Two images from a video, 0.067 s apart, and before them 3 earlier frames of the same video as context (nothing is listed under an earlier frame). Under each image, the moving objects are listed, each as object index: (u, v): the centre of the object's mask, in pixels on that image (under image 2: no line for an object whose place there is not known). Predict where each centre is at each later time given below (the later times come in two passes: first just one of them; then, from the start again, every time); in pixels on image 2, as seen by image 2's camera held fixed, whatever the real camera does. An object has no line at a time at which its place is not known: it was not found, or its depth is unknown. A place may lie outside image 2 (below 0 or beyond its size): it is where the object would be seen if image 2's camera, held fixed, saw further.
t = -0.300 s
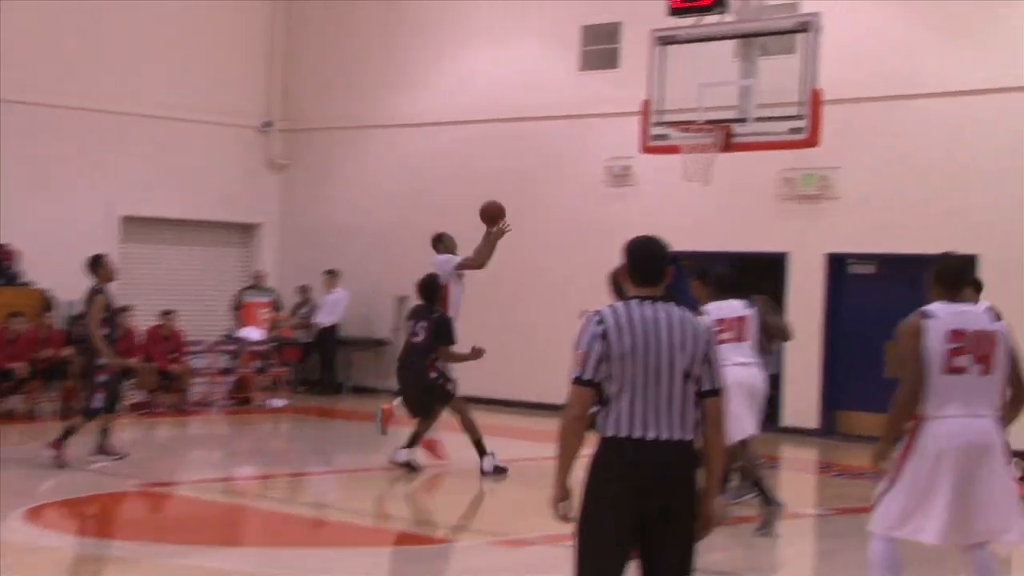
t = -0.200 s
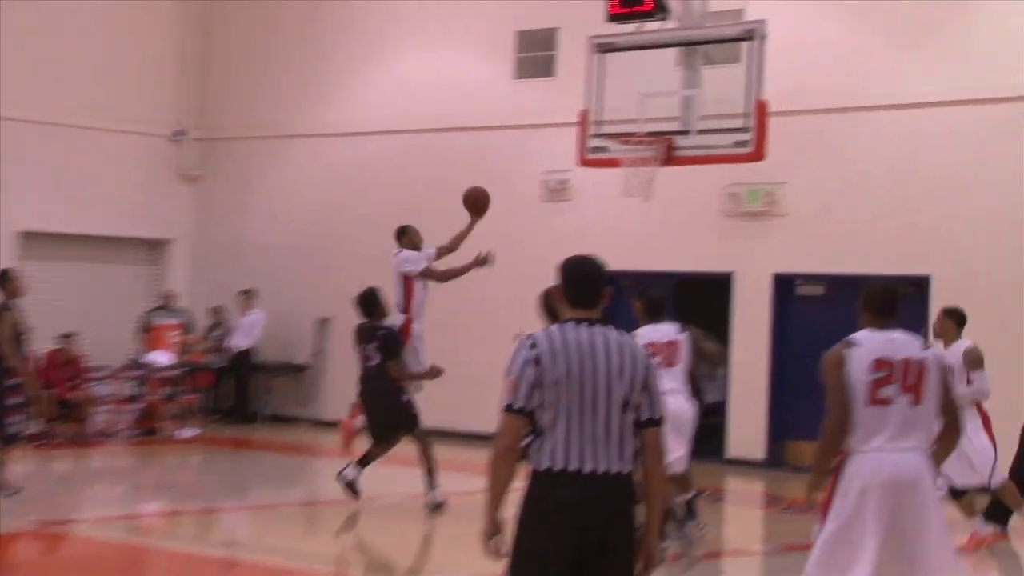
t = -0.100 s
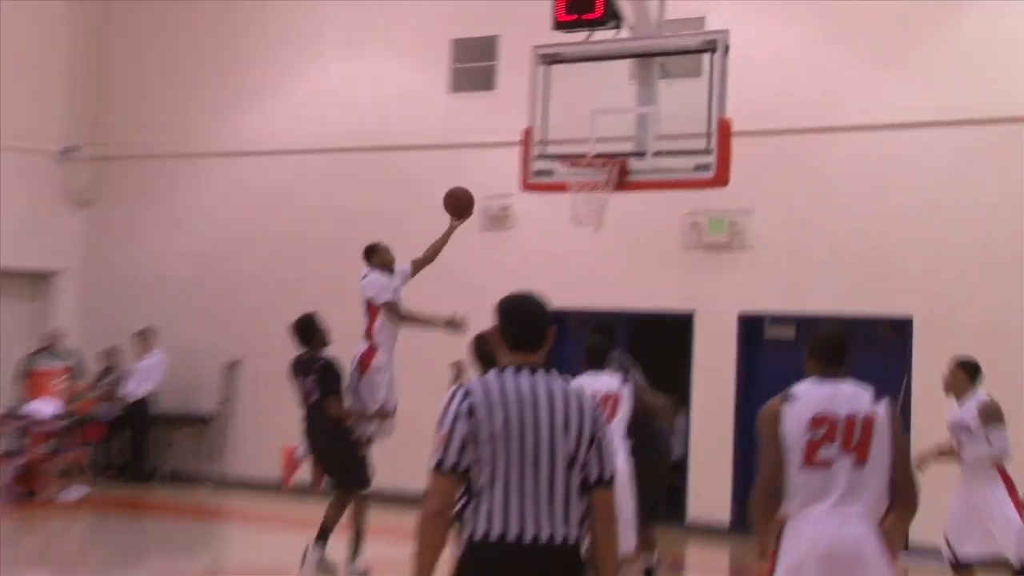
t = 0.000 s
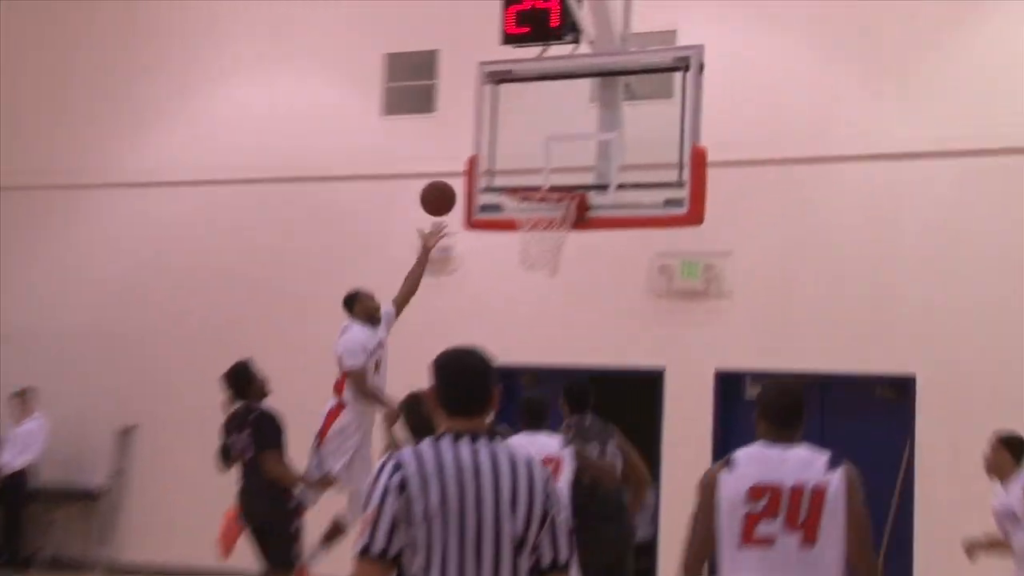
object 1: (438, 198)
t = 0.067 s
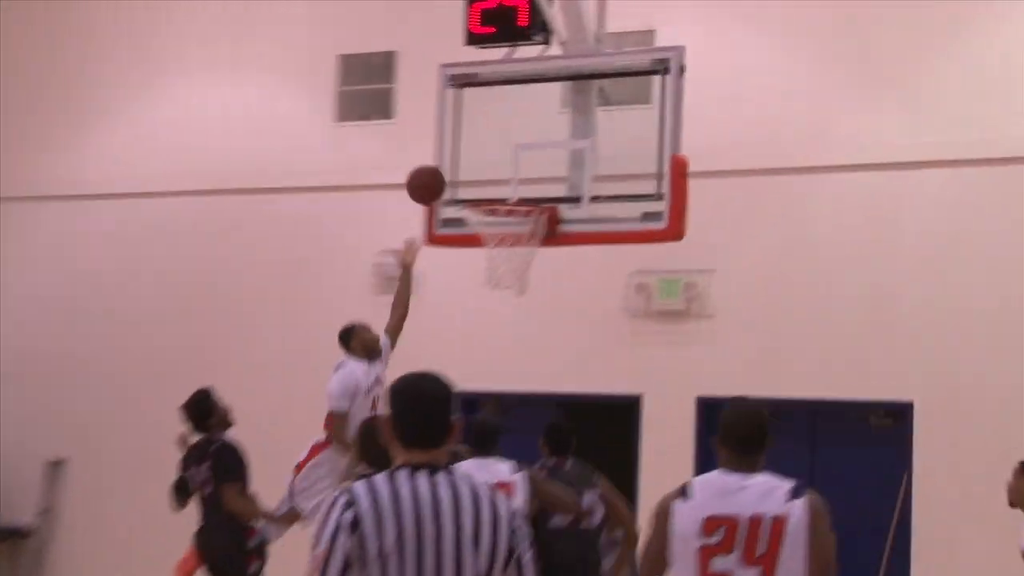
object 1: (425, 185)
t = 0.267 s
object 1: (483, 145)
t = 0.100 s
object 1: (440, 175)
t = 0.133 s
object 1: (455, 166)
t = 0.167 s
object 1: (470, 159)
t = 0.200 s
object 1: (477, 153)
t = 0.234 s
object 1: (480, 148)
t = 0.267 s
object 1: (483, 145)
